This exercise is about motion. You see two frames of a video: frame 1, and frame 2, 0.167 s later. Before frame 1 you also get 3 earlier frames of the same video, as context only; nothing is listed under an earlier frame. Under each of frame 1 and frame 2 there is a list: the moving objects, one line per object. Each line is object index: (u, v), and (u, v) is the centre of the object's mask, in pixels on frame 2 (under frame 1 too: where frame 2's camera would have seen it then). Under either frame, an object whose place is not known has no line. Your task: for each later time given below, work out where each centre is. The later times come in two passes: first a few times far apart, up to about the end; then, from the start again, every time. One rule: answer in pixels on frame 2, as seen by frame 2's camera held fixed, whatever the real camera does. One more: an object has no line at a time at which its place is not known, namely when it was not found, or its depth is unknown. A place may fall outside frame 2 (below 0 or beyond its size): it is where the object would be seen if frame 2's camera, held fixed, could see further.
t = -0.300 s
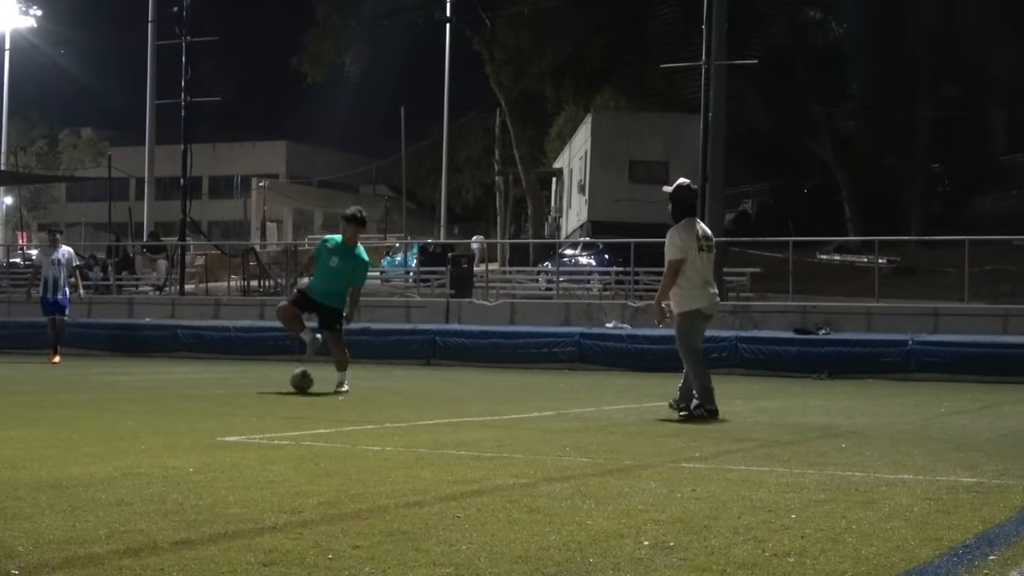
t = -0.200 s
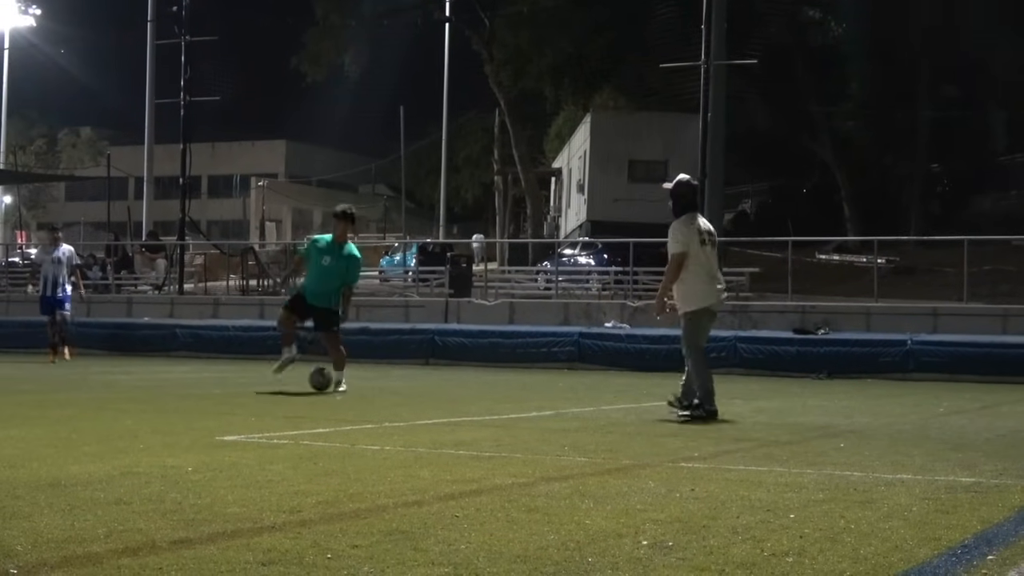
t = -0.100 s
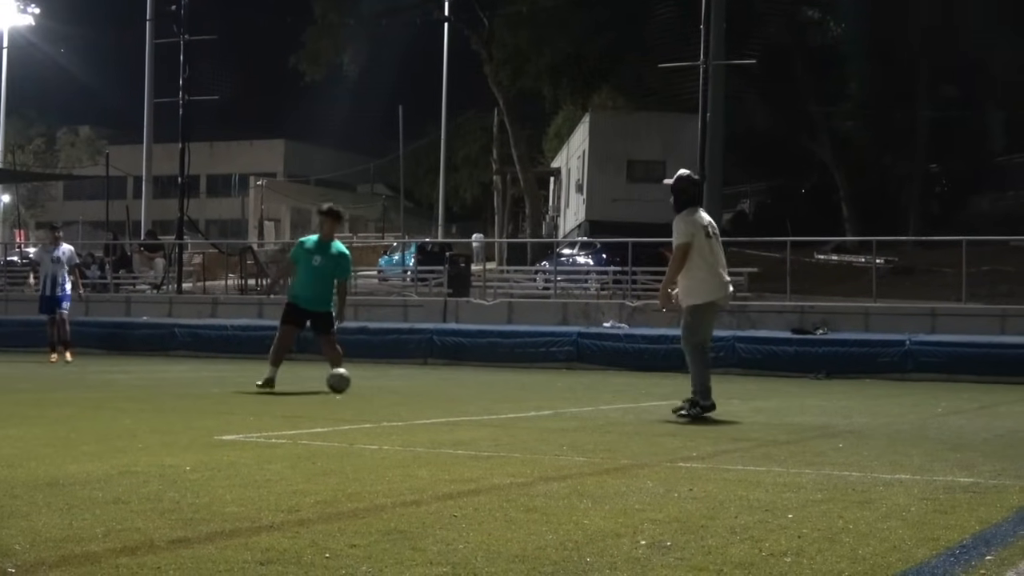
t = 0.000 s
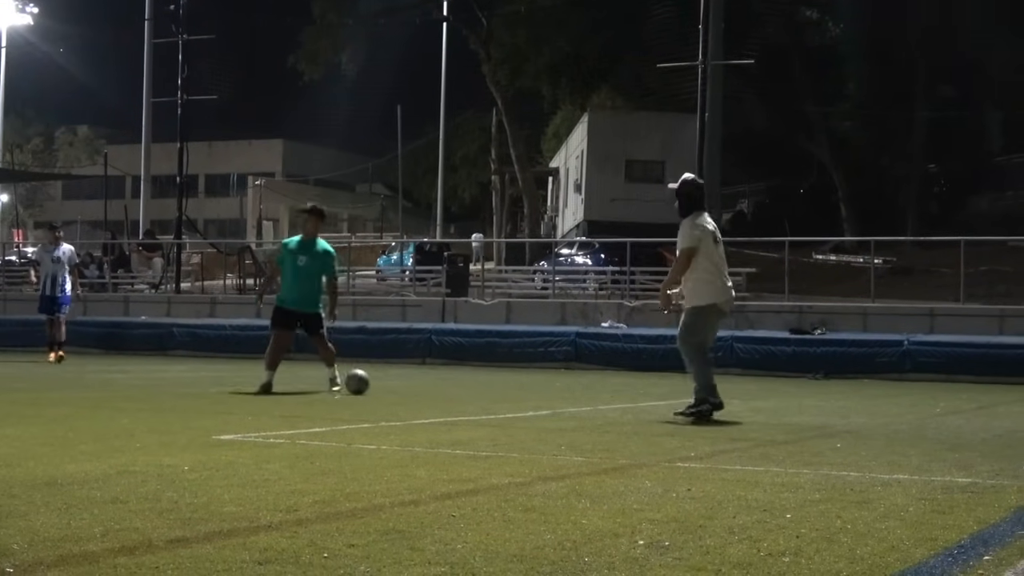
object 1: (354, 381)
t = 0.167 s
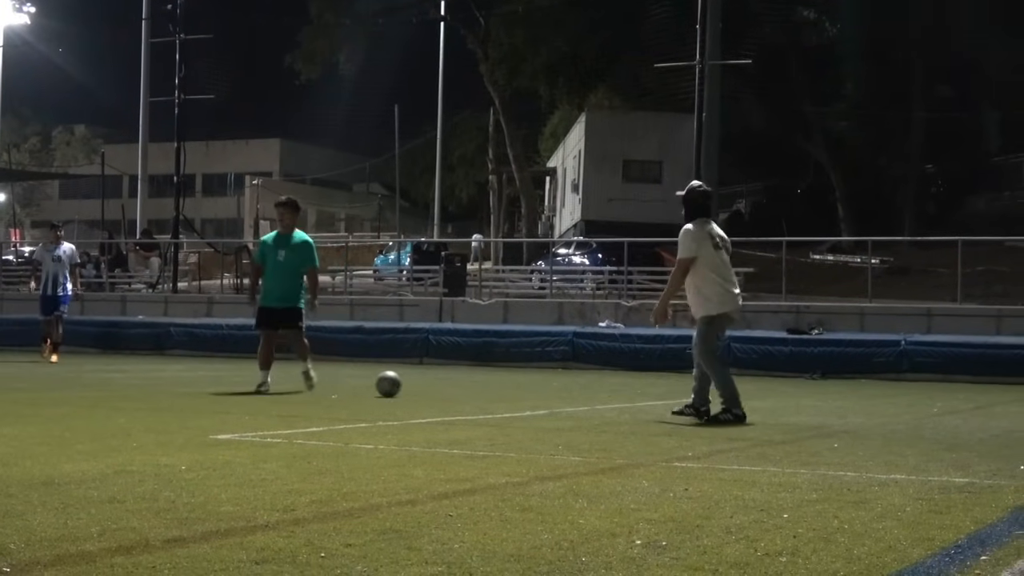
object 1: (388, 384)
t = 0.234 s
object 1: (402, 384)
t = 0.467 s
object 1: (452, 389)
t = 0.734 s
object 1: (512, 393)
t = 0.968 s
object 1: (567, 396)
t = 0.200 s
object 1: (395, 385)
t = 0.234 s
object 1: (402, 384)
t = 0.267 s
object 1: (409, 385)
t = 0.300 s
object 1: (416, 386)
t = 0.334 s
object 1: (423, 386)
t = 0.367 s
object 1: (430, 387)
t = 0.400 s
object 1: (438, 388)
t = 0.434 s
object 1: (445, 388)
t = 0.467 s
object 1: (452, 389)
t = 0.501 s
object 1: (459, 389)
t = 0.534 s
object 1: (467, 390)
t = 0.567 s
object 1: (475, 390)
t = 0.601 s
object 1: (482, 390)
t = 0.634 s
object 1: (490, 391)
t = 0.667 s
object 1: (498, 392)
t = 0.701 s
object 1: (505, 392)
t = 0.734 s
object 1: (512, 393)
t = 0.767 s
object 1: (520, 393)
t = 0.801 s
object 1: (527, 394)
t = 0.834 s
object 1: (535, 394)
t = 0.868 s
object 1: (543, 395)
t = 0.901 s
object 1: (552, 395)
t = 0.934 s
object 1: (559, 396)
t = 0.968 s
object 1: (567, 396)
